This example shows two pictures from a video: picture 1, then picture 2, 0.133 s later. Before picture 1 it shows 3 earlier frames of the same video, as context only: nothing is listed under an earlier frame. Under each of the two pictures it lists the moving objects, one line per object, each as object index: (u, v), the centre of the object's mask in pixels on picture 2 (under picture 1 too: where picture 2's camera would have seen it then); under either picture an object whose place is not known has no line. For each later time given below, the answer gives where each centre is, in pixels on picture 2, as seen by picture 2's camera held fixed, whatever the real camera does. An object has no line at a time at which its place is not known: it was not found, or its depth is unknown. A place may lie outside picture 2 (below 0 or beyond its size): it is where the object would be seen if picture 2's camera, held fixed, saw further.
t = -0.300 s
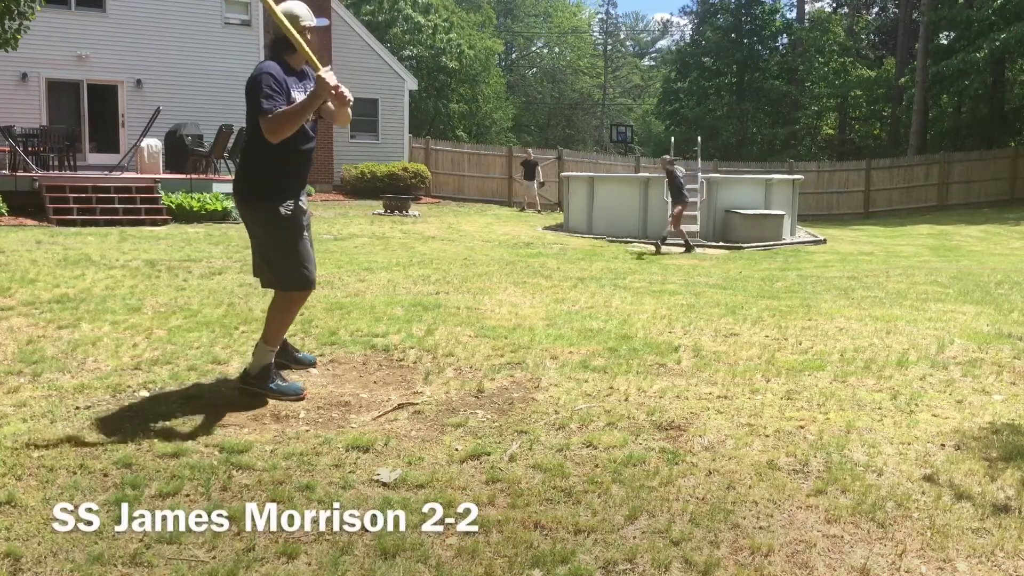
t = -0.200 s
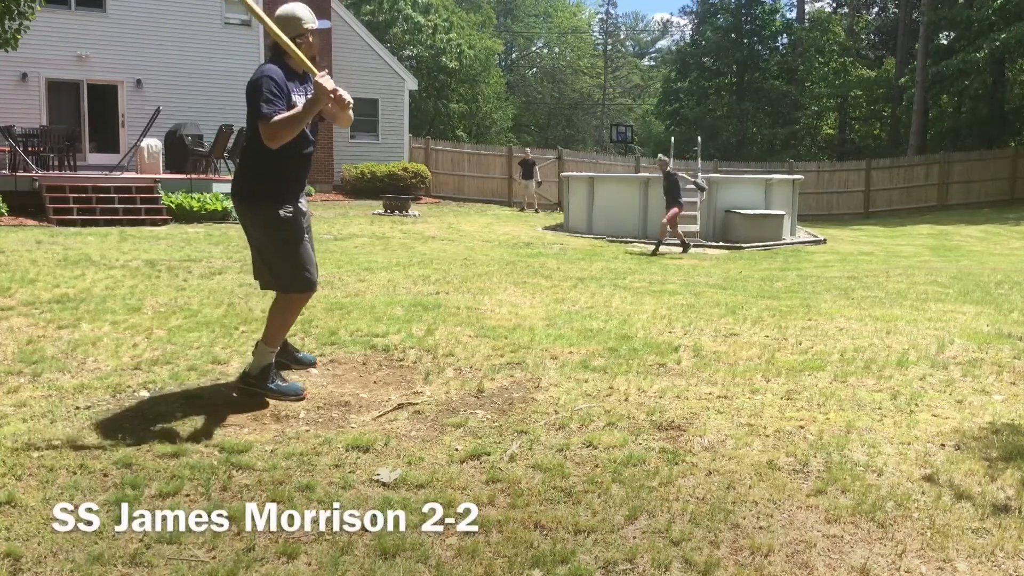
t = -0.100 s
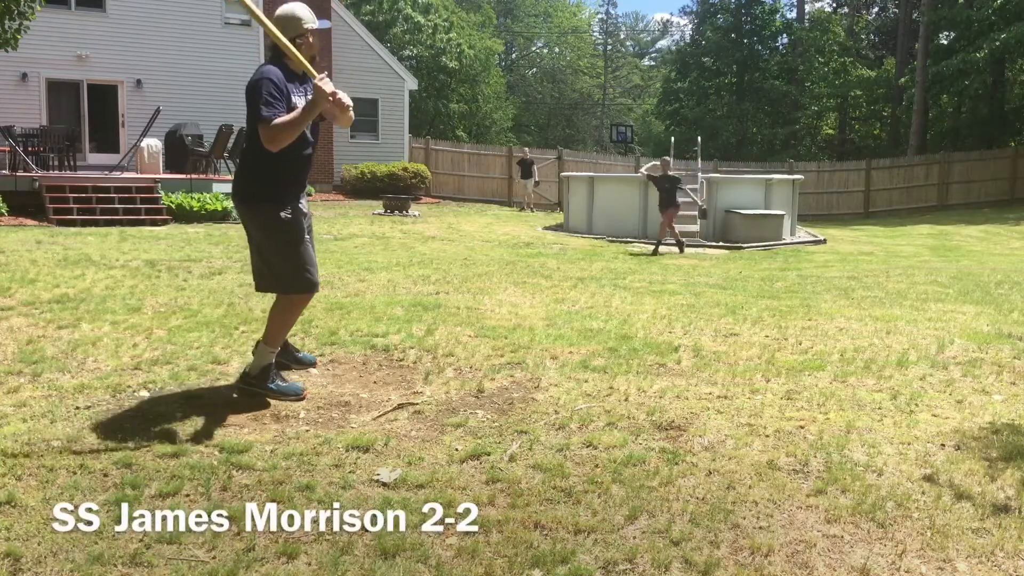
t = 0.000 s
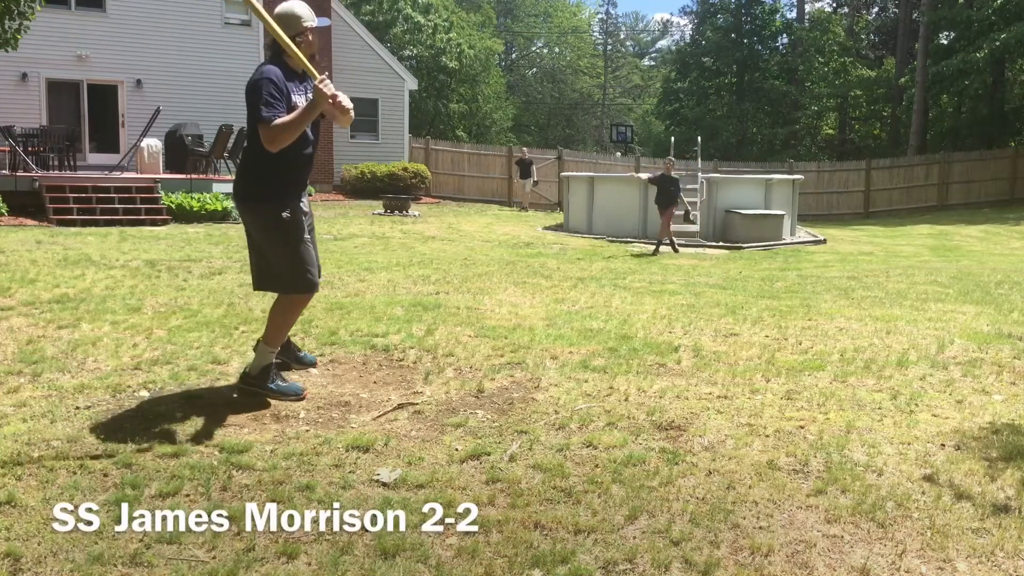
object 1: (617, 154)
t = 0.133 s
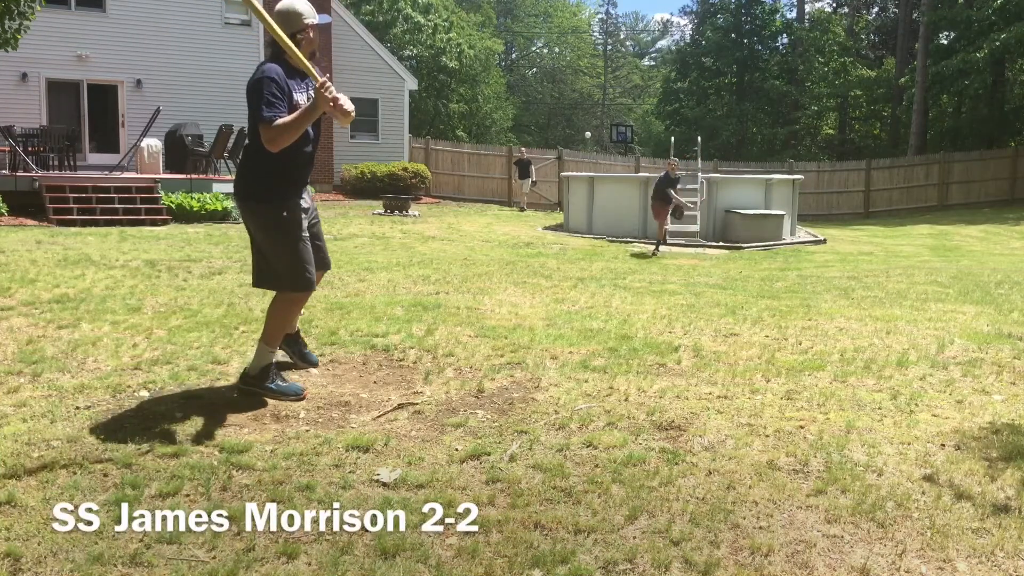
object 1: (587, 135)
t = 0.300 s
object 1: (528, 123)
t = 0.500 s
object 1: (398, 149)
